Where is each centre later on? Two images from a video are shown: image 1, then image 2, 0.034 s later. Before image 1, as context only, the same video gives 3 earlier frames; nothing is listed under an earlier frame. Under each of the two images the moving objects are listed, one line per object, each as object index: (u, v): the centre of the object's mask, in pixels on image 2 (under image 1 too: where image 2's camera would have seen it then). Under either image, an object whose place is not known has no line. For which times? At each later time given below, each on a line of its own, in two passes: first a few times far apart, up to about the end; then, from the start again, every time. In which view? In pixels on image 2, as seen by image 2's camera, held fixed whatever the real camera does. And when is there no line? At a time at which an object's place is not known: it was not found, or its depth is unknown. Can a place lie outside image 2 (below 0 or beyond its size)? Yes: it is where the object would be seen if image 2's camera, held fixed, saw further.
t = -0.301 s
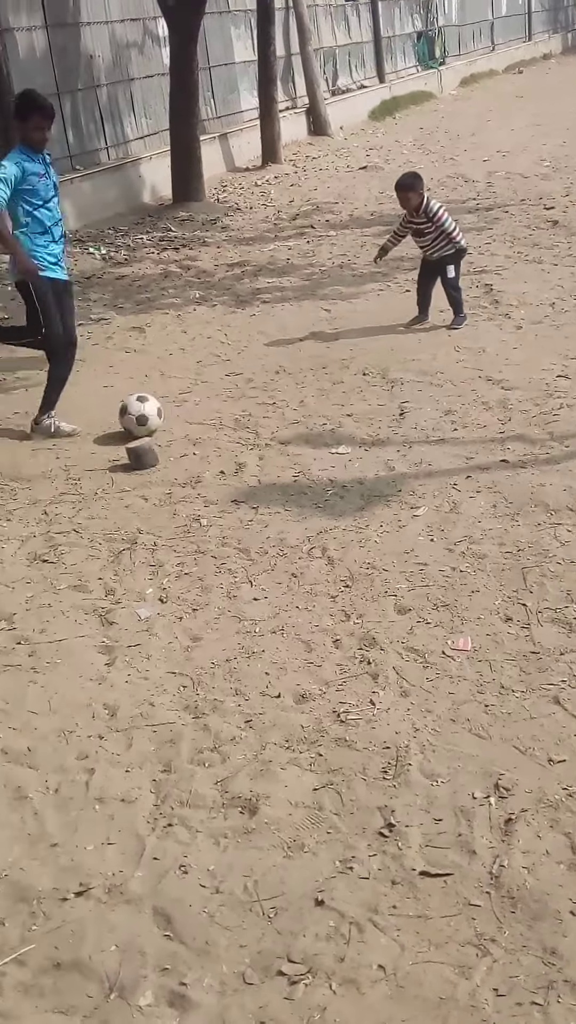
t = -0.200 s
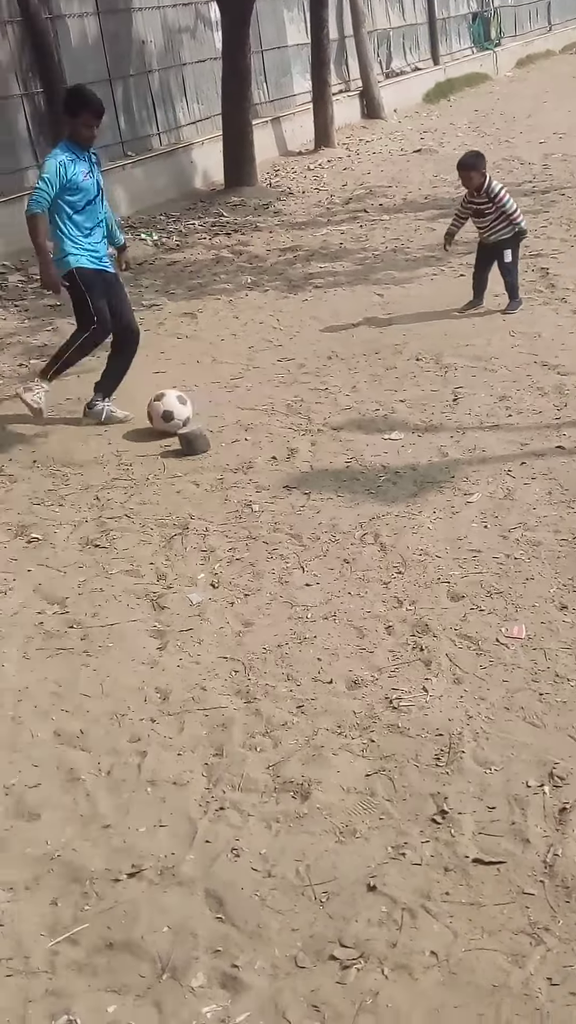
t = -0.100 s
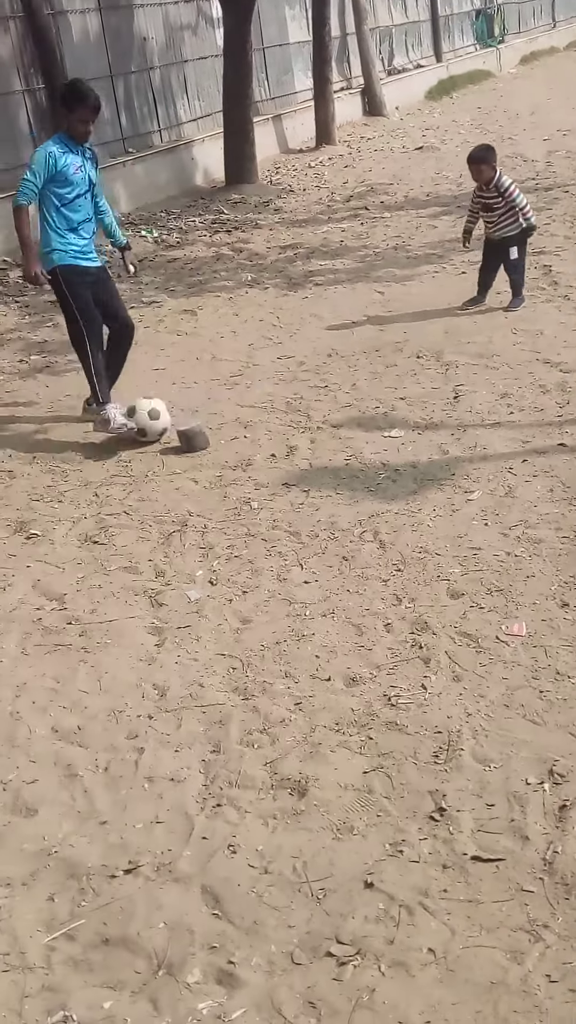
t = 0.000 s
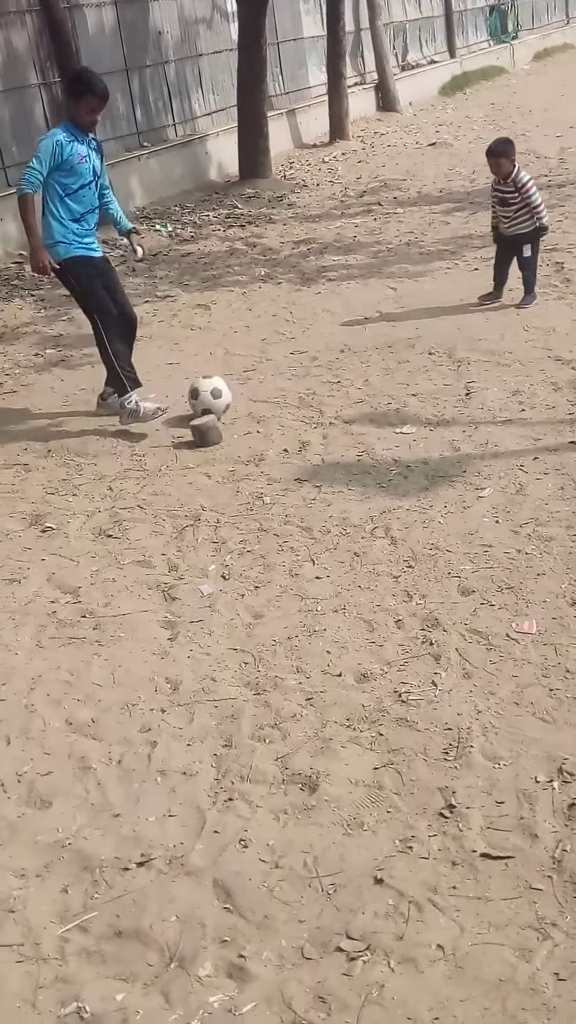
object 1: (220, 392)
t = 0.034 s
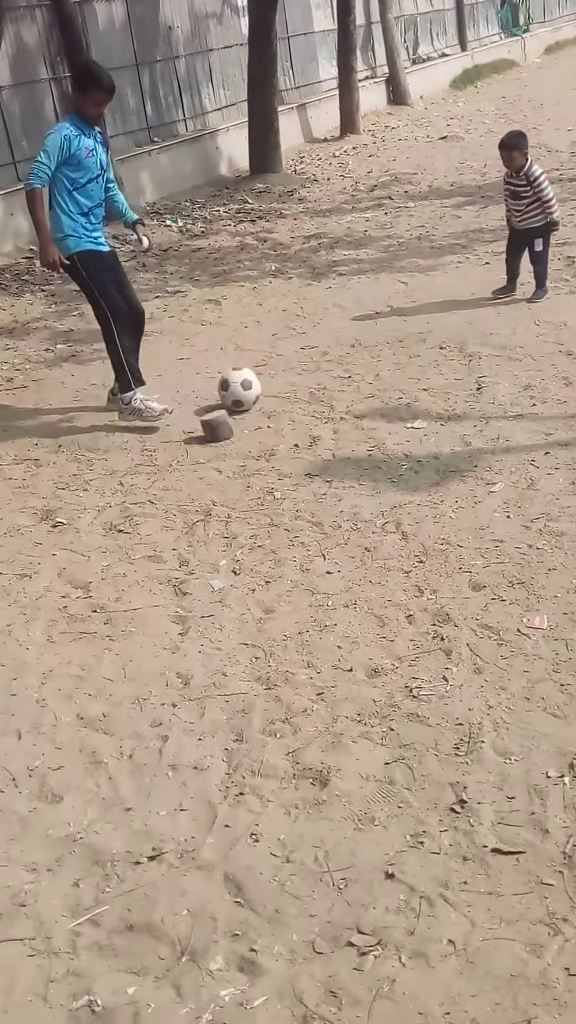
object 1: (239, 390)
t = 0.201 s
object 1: (310, 372)
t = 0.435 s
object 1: (379, 353)
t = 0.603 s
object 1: (420, 339)
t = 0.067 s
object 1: (255, 384)
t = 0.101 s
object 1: (270, 380)
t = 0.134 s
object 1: (285, 378)
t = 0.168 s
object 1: (300, 376)
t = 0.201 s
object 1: (310, 372)
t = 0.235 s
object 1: (321, 369)
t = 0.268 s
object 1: (332, 365)
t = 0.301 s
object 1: (342, 364)
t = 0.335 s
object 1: (352, 360)
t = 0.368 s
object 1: (361, 358)
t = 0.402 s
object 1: (371, 357)
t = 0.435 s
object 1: (379, 353)
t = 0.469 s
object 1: (387, 349)
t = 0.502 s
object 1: (396, 347)
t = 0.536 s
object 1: (405, 345)
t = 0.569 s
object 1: (412, 344)
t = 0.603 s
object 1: (420, 339)
